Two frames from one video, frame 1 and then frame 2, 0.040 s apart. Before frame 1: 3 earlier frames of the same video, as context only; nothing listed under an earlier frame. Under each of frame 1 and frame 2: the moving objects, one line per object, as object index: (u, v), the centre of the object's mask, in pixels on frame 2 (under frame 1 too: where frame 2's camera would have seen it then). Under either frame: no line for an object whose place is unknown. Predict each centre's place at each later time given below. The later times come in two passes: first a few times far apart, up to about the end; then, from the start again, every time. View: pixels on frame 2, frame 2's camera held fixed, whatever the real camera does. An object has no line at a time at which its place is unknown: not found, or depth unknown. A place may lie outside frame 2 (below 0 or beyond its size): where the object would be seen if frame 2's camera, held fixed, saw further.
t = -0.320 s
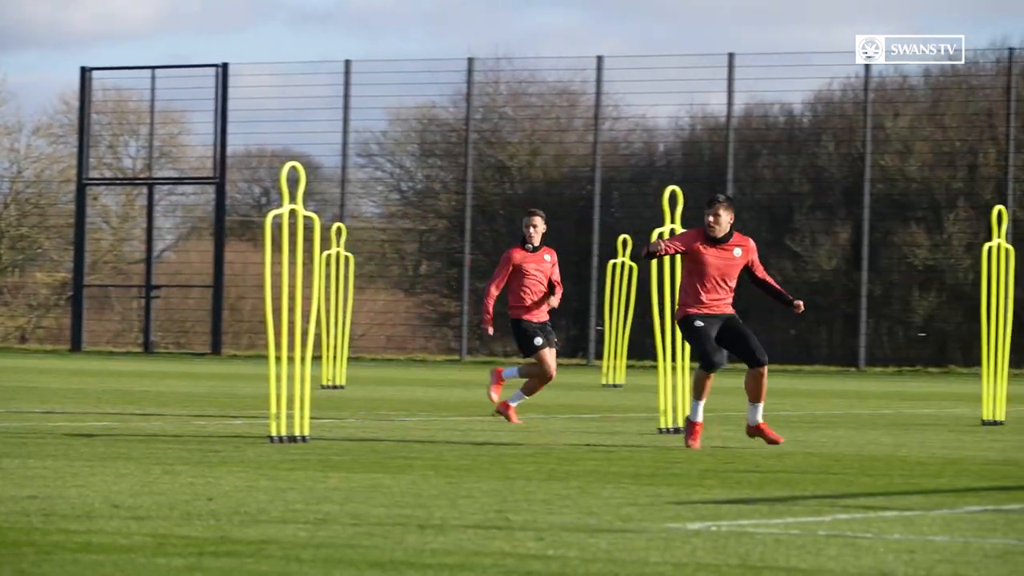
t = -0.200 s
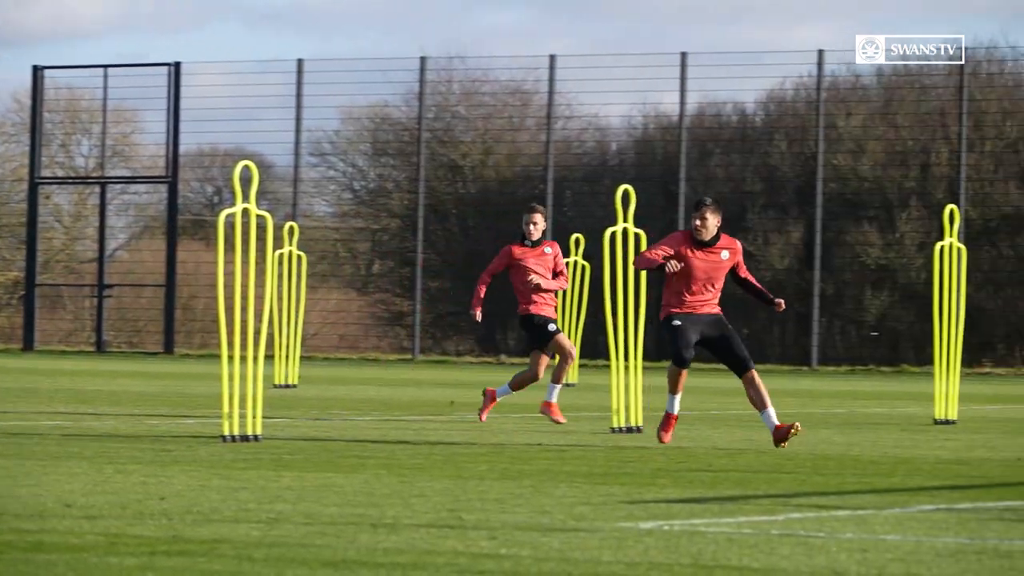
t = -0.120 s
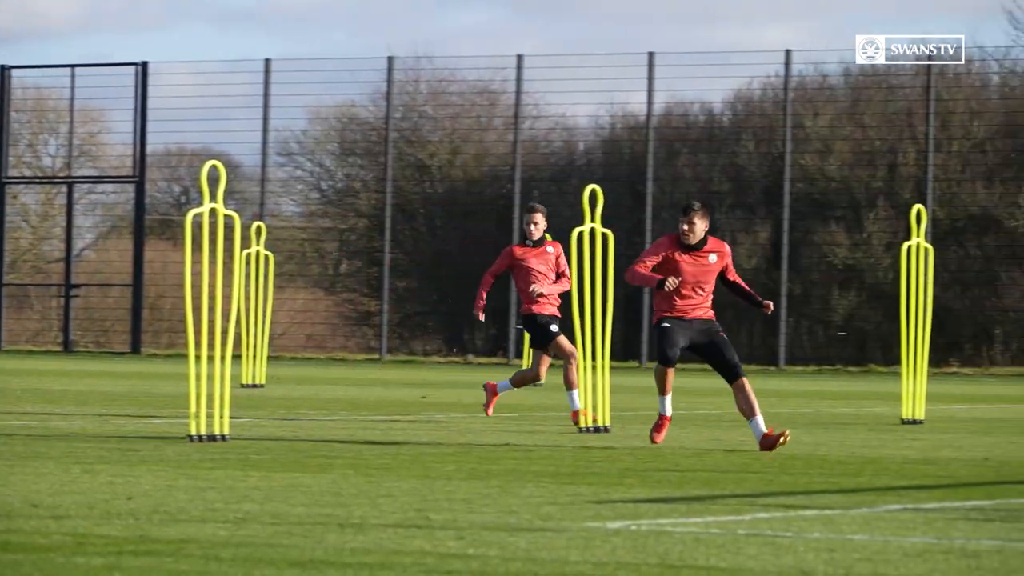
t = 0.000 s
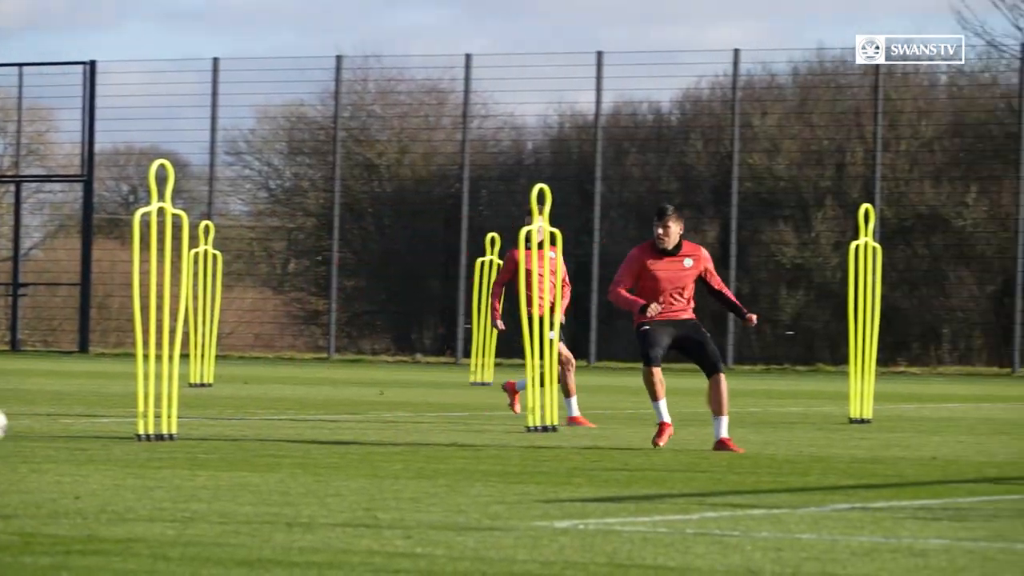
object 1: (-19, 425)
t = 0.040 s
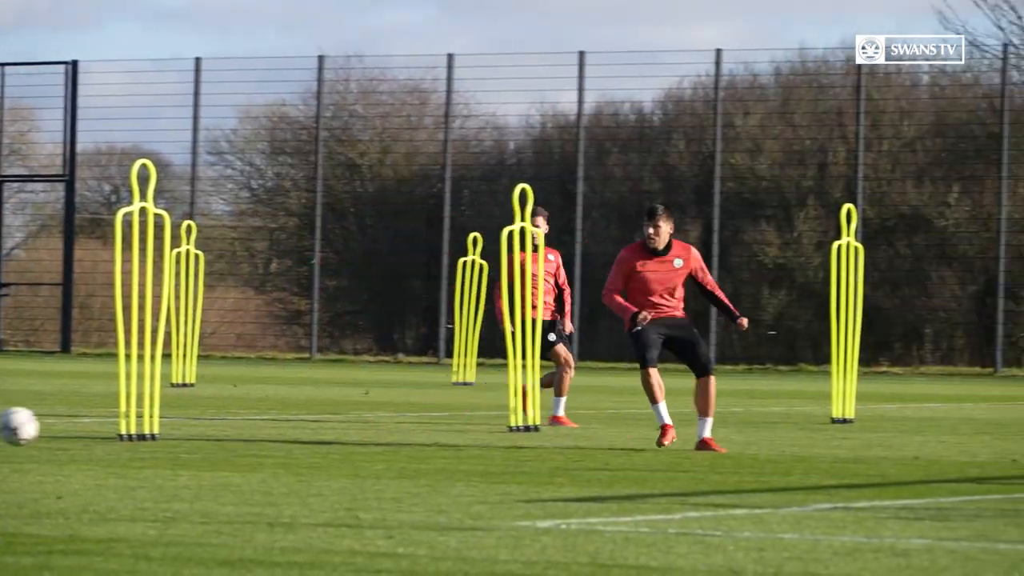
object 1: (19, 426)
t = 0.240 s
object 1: (253, 427)
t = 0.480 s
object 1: (485, 422)
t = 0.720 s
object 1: (684, 425)
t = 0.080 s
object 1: (70, 428)
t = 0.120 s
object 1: (120, 432)
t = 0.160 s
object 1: (169, 435)
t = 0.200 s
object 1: (211, 431)
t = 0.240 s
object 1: (253, 427)
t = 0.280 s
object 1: (294, 424)
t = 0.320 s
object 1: (334, 421)
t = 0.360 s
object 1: (373, 421)
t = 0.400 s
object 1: (411, 420)
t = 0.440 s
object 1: (449, 421)
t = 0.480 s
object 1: (485, 422)
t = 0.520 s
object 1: (521, 425)
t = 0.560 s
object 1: (556, 428)
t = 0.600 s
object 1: (591, 431)
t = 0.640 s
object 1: (622, 429)
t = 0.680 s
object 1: (653, 427)
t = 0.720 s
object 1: (684, 425)
